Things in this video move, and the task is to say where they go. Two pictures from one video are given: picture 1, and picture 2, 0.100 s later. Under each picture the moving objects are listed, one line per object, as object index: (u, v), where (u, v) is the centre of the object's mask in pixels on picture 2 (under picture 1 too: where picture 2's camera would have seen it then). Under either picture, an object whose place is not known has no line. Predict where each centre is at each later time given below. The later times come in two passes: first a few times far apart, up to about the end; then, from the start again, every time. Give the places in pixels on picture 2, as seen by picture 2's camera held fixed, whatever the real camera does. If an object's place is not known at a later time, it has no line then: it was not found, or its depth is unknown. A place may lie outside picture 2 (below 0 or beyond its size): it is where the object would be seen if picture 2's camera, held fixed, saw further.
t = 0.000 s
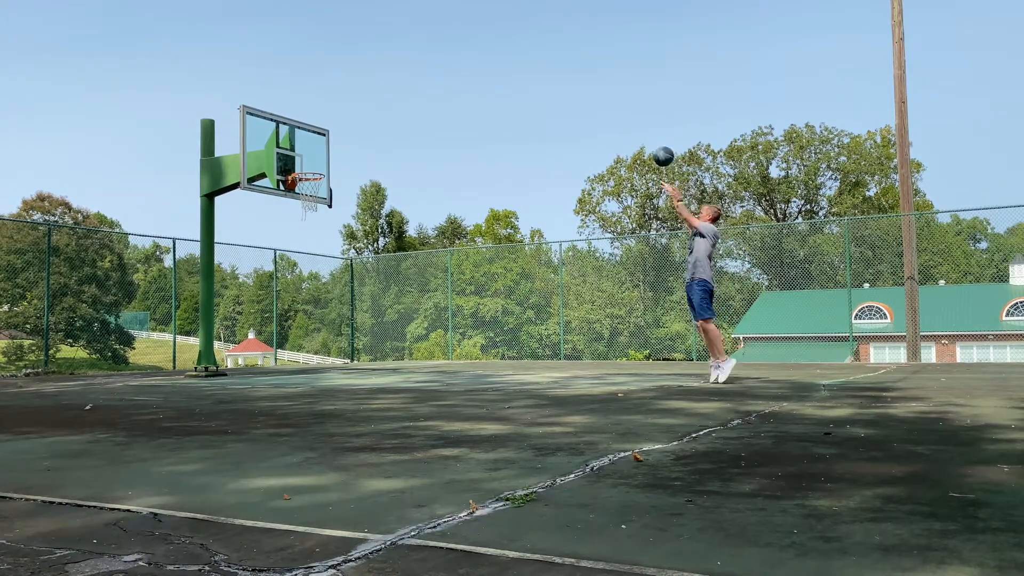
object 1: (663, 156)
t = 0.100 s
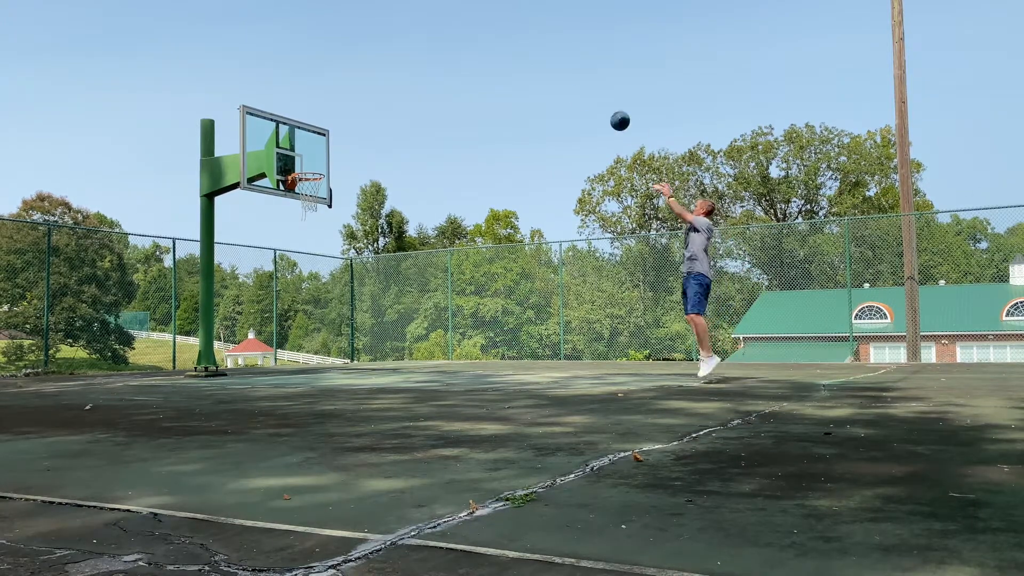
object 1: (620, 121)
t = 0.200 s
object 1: (579, 95)
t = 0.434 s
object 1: (494, 66)
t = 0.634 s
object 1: (430, 73)
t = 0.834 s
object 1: (372, 105)
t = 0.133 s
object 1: (606, 111)
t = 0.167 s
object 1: (593, 102)
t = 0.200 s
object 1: (579, 95)
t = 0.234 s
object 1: (566, 88)
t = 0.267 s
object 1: (554, 82)
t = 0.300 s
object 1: (541, 77)
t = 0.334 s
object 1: (529, 73)
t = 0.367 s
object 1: (518, 70)
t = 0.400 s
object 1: (506, 68)
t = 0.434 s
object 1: (494, 66)
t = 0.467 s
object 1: (483, 66)
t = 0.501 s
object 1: (472, 66)
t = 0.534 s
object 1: (461, 66)
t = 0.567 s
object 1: (450, 68)
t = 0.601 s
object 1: (440, 70)
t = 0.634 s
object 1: (430, 73)
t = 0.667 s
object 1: (420, 77)
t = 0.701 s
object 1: (410, 81)
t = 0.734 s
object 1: (400, 87)
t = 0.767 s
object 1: (390, 92)
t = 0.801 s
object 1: (381, 98)
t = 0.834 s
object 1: (372, 105)
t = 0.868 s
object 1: (363, 113)
